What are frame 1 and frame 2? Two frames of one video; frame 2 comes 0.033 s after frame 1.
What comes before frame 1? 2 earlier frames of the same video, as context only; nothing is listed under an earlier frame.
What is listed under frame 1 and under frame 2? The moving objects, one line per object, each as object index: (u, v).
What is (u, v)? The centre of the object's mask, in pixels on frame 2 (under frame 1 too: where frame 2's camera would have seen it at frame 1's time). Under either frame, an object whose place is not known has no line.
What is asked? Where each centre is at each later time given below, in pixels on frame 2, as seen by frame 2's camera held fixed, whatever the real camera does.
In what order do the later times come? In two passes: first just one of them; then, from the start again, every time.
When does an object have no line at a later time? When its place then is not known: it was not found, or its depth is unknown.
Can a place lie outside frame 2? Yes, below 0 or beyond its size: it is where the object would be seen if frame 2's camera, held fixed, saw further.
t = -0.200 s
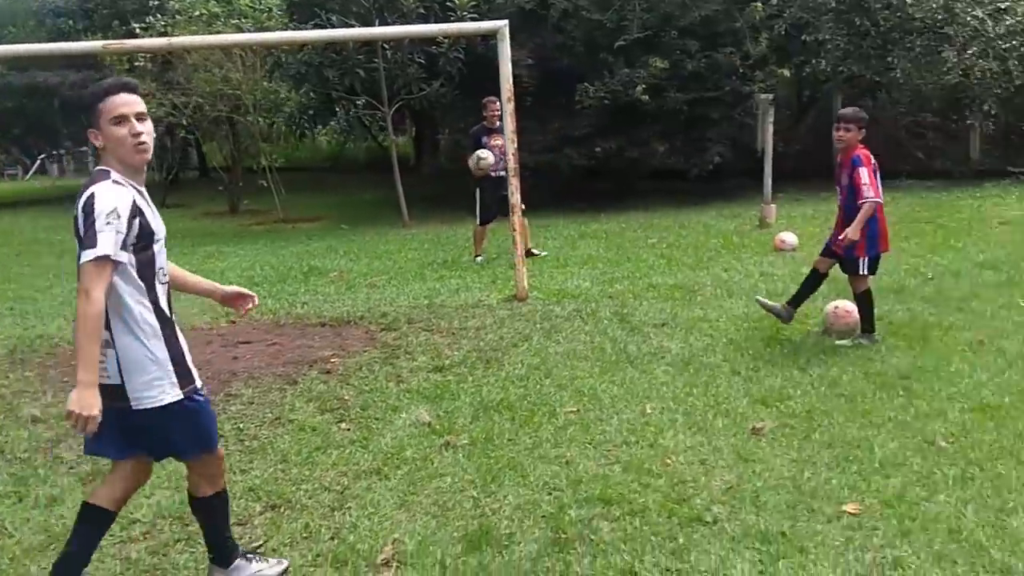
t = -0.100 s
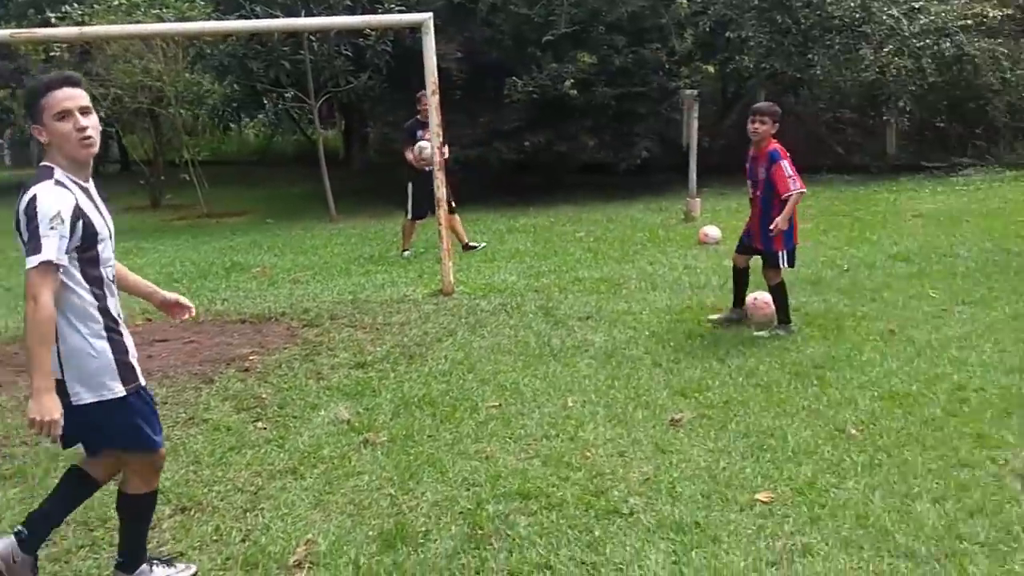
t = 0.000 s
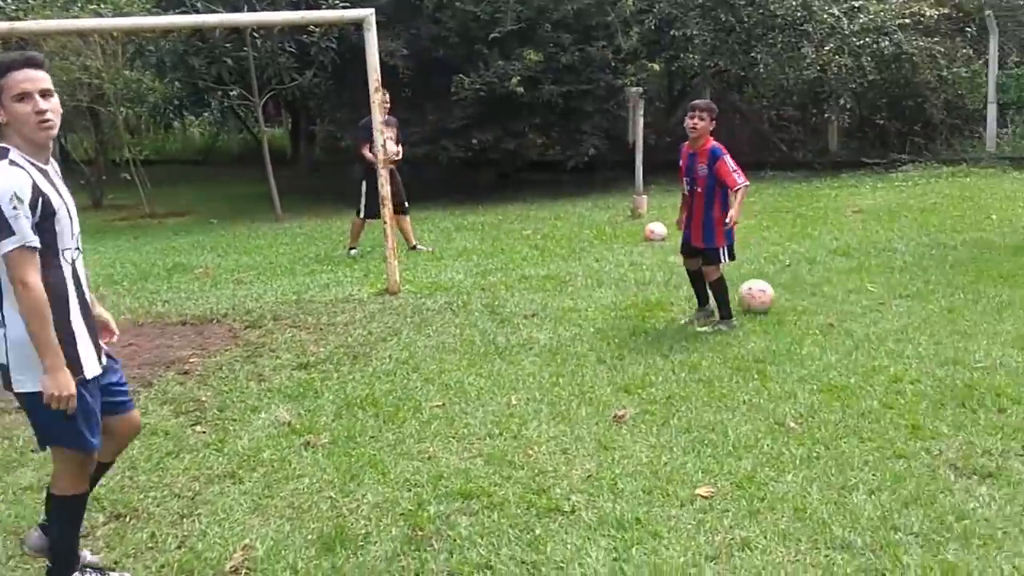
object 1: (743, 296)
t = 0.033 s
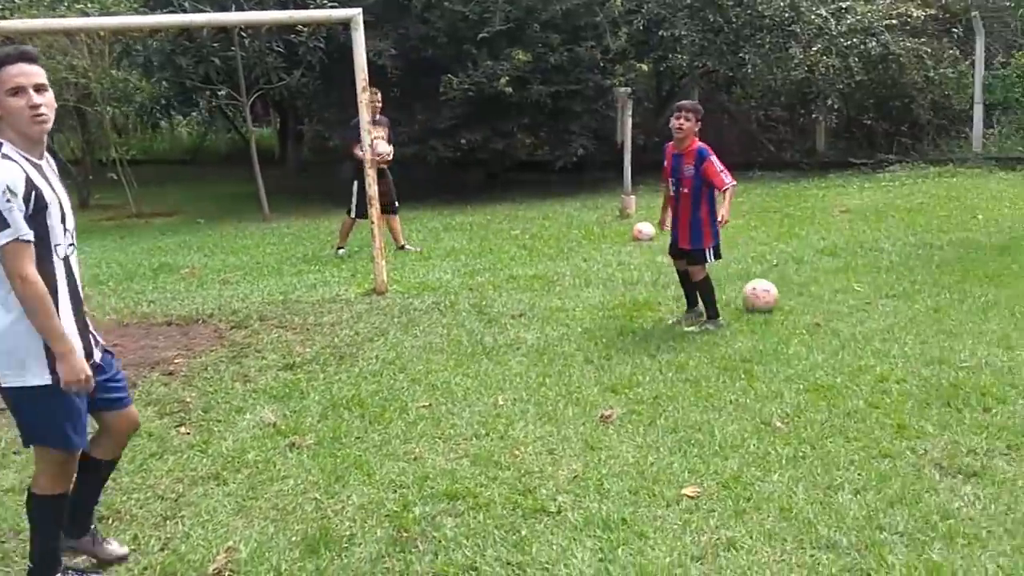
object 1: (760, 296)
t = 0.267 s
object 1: (843, 289)
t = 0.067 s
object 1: (775, 295)
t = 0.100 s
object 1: (789, 294)
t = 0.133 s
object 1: (802, 293)
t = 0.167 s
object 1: (814, 292)
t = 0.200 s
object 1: (824, 291)
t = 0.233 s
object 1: (834, 290)
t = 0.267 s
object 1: (843, 289)
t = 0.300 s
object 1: (851, 287)
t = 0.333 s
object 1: (859, 286)
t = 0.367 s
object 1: (868, 286)
